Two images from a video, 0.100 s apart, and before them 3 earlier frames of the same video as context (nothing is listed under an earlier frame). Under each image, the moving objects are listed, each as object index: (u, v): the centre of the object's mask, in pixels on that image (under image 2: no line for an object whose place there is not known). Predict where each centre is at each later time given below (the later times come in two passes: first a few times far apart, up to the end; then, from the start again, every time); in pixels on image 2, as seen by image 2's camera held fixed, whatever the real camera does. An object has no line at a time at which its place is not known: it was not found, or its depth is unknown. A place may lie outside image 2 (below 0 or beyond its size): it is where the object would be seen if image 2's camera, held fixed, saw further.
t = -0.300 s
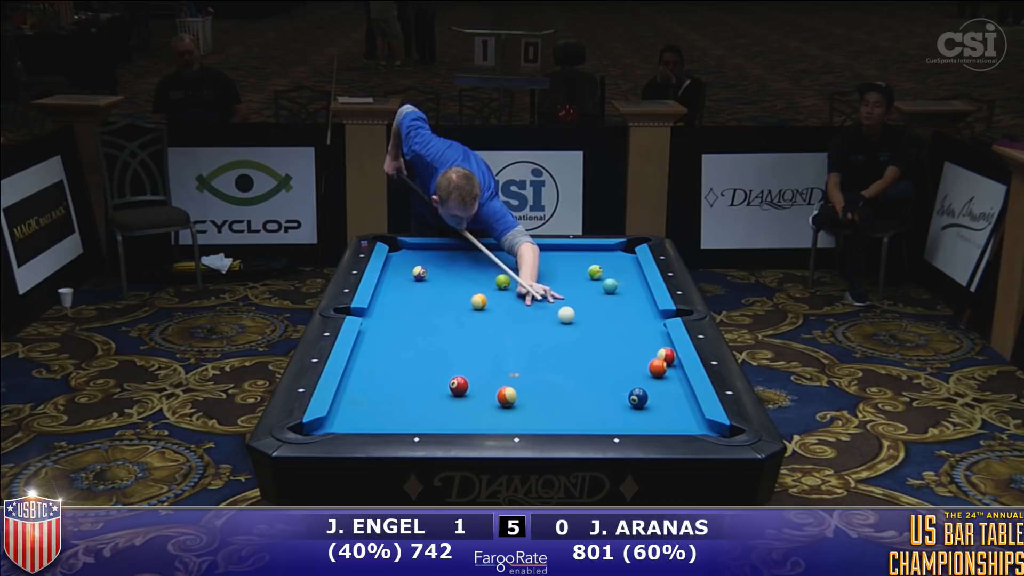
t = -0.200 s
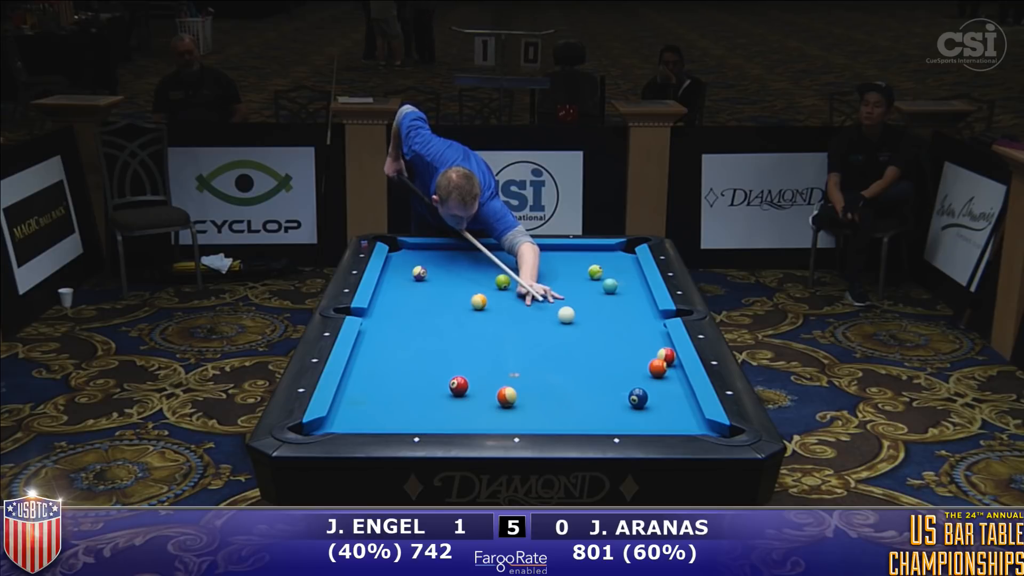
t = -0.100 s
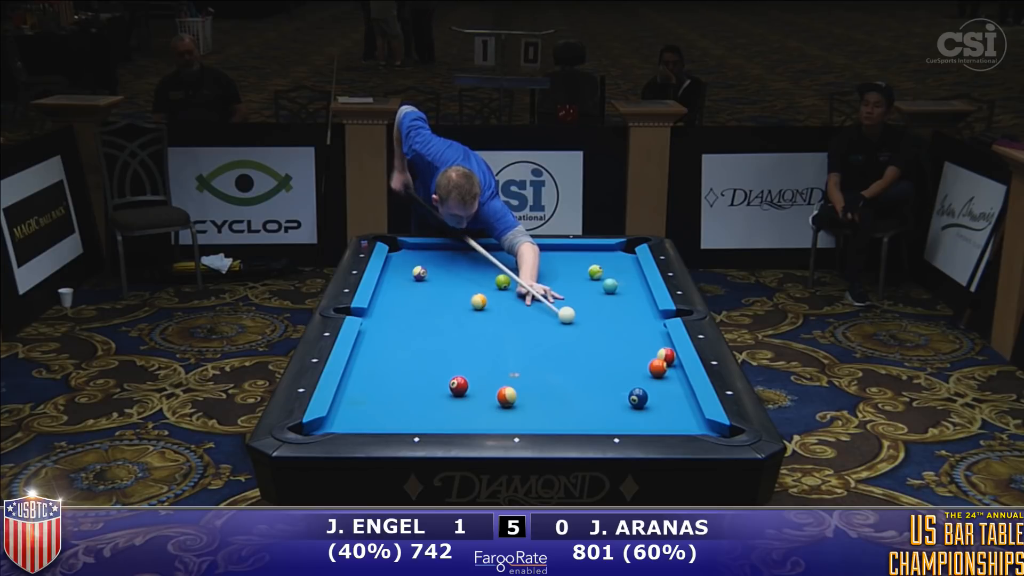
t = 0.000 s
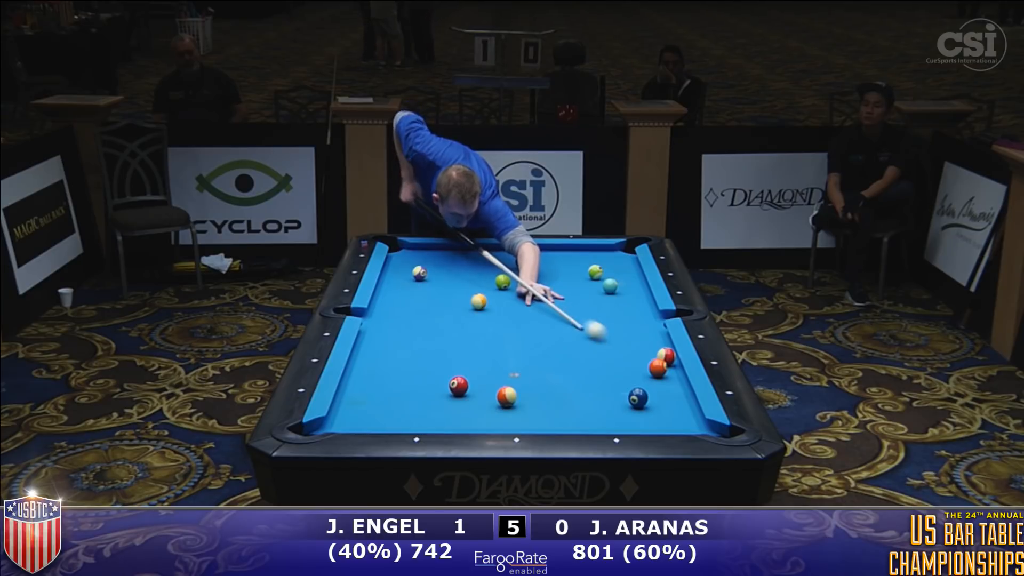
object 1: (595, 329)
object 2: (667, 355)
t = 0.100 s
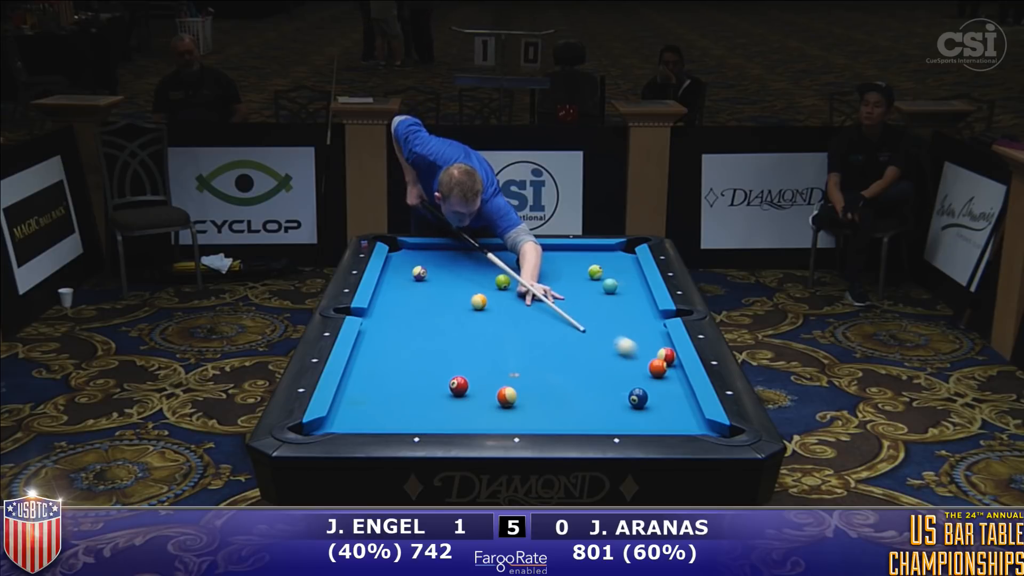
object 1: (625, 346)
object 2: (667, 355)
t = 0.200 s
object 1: (649, 358)
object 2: (667, 355)
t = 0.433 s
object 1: (667, 362)
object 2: (665, 350)
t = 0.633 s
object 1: (670, 363)
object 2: (660, 351)
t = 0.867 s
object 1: (665, 362)
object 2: (656, 349)
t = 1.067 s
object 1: (663, 362)
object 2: (653, 349)
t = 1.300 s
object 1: (661, 362)
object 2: (651, 349)
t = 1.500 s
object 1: (661, 362)
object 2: (650, 348)
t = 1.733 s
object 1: (661, 362)
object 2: (650, 348)
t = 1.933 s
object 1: (661, 362)
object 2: (650, 348)
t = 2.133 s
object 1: (661, 362)
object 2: (650, 348)
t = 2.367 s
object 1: (661, 362)
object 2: (650, 348)
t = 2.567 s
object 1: (661, 362)
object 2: (650, 348)
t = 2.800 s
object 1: (661, 362)
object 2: (650, 348)
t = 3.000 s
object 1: (661, 362)
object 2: (650, 348)
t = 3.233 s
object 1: (661, 362)
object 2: (650, 348)
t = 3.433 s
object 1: (661, 362)
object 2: (650, 348)
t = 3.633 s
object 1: (661, 362)
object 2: (650, 348)
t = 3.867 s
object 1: (661, 362)
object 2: (650, 348)
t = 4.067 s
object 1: (661, 362)
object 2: (650, 348)
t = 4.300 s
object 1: (661, 362)
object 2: (650, 348)
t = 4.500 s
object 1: (661, 362)
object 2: (650, 348)
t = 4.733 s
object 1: (661, 362)
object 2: (650, 348)
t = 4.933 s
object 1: (661, 362)
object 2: (650, 348)
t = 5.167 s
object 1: (661, 362)
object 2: (650, 348)
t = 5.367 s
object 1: (661, 362)
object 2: (650, 348)
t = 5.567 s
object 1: (661, 362)
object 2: (650, 348)
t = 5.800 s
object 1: (661, 362)
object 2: (650, 348)
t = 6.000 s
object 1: (661, 362)
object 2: (650, 348)
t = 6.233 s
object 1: (661, 362)
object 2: (650, 348)
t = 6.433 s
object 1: (661, 362)
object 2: (650, 348)
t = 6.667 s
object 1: (661, 362)
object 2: (650, 348)
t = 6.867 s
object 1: (661, 362)
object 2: (650, 348)
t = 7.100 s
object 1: (661, 362)
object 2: (650, 348)
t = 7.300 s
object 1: (661, 362)
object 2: (650, 348)
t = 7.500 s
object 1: (661, 362)
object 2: (650, 348)
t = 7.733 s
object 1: (661, 362)
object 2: (650, 348)
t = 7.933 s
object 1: (661, 362)
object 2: (650, 348)
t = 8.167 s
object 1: (661, 362)
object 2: (650, 348)
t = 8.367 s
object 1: (661, 362)
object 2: (650, 348)
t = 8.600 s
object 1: (661, 362)
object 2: (650, 348)
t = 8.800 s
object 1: (661, 362)
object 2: (650, 348)
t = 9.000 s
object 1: (661, 362)
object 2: (650, 348)
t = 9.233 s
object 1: (661, 362)
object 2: (650, 348)
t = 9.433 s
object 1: (661, 362)
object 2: (650, 348)
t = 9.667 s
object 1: (661, 362)
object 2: (650, 348)
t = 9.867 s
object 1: (661, 362)
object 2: (650, 348)
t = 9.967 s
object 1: (661, 362)
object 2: (650, 348)
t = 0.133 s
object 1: (635, 351)
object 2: (667, 355)
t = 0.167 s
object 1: (643, 355)
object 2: (667, 355)
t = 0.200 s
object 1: (649, 358)
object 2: (667, 355)
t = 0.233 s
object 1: (656, 360)
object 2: (668, 354)
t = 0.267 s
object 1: (659, 361)
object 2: (670, 354)
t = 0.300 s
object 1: (661, 362)
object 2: (670, 353)
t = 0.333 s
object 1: (662, 362)
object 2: (670, 352)
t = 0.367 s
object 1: (664, 362)
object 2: (668, 351)
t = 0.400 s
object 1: (666, 362)
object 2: (667, 350)
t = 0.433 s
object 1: (667, 362)
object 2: (665, 350)
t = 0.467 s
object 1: (669, 363)
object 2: (664, 351)
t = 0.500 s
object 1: (670, 363)
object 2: (663, 351)
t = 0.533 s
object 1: (671, 363)
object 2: (662, 352)
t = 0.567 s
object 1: (671, 363)
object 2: (662, 351)
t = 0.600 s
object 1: (670, 363)
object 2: (661, 351)
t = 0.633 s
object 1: (670, 363)
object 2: (660, 351)
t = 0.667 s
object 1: (669, 363)
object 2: (660, 351)
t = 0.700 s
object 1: (668, 363)
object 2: (659, 350)
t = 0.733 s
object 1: (667, 362)
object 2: (659, 350)
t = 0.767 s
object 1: (667, 362)
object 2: (658, 350)
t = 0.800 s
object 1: (666, 362)
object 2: (657, 350)
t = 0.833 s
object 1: (666, 362)
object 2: (657, 350)
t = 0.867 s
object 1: (665, 362)
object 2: (656, 349)
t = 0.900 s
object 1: (665, 362)
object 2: (656, 349)
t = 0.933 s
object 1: (664, 362)
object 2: (656, 349)
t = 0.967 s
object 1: (664, 362)
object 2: (655, 349)
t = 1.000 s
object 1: (663, 362)
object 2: (655, 349)
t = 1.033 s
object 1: (663, 362)
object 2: (654, 349)
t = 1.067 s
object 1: (663, 362)
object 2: (653, 349)
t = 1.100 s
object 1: (662, 362)
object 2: (653, 349)
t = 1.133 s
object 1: (662, 362)
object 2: (653, 349)
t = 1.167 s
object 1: (662, 362)
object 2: (652, 349)
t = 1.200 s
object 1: (661, 362)
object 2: (652, 349)
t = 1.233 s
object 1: (661, 362)
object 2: (651, 349)
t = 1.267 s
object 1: (661, 362)
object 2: (651, 349)
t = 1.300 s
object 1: (661, 362)
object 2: (651, 349)
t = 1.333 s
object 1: (661, 362)
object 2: (651, 348)
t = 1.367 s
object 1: (661, 362)
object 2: (651, 348)
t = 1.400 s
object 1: (661, 362)
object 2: (651, 348)
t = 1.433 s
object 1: (661, 362)
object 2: (650, 348)
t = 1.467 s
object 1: (661, 362)
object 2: (650, 348)
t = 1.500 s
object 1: (661, 362)
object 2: (650, 348)
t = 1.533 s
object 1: (661, 362)
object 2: (650, 348)
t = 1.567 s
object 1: (661, 362)
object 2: (650, 348)
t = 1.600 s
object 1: (661, 362)
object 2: (650, 348)
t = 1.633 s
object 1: (661, 362)
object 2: (650, 348)
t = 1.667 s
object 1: (661, 362)
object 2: (650, 348)
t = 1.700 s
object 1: (661, 362)
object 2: (650, 348)
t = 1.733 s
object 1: (661, 362)
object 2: (650, 348)
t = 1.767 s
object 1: (661, 362)
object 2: (650, 348)
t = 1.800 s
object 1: (661, 362)
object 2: (650, 348)
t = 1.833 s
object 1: (661, 362)
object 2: (650, 348)
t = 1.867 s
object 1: (661, 362)
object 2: (650, 348)
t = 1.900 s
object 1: (661, 362)
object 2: (650, 348)
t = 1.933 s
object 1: (661, 362)
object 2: (650, 348)
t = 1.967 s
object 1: (661, 362)
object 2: (650, 348)
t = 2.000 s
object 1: (661, 362)
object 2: (650, 348)
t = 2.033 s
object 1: (661, 362)
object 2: (650, 348)
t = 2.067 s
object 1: (661, 362)
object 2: (650, 348)
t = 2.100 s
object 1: (661, 362)
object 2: (650, 348)
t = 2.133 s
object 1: (661, 362)
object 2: (650, 348)
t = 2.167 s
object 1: (661, 362)
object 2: (650, 348)
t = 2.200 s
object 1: (661, 362)
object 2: (650, 348)
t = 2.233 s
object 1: (661, 362)
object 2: (650, 348)
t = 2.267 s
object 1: (661, 362)
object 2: (650, 348)
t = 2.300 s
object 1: (661, 362)
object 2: (650, 348)
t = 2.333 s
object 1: (661, 362)
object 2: (650, 348)
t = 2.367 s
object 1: (661, 362)
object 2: (650, 348)
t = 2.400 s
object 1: (661, 362)
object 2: (650, 348)
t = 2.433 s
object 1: (661, 362)
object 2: (650, 348)
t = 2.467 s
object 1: (661, 362)
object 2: (650, 348)
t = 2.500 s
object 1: (661, 362)
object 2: (650, 348)
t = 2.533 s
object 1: (661, 362)
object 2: (650, 348)
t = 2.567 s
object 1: (661, 362)
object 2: (650, 348)
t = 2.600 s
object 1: (661, 362)
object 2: (650, 348)
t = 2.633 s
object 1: (661, 362)
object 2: (650, 348)
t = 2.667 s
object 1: (661, 362)
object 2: (650, 348)
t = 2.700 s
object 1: (661, 362)
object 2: (650, 348)
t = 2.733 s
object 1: (661, 362)
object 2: (650, 348)
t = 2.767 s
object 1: (661, 362)
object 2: (650, 348)
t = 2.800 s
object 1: (661, 362)
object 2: (650, 348)
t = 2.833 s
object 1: (661, 362)
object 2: (650, 348)
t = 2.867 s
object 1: (661, 362)
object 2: (650, 348)
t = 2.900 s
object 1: (661, 362)
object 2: (650, 348)
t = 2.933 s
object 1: (661, 362)
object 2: (650, 348)
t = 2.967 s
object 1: (661, 362)
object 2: (650, 348)
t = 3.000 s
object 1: (661, 362)
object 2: (650, 348)
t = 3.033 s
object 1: (661, 362)
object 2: (650, 348)
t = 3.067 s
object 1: (661, 362)
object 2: (650, 348)
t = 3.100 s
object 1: (661, 362)
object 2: (650, 348)
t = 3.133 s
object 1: (661, 362)
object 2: (650, 348)
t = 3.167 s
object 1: (661, 362)
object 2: (650, 348)
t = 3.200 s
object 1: (661, 362)
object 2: (650, 348)
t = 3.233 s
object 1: (661, 362)
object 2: (650, 348)
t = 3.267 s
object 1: (661, 362)
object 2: (650, 348)
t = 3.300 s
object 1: (661, 362)
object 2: (650, 348)
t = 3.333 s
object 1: (661, 362)
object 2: (650, 348)
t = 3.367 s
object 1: (661, 362)
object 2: (650, 348)
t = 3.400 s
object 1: (661, 362)
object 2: (650, 348)
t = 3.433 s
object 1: (661, 362)
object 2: (650, 348)
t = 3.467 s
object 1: (661, 362)
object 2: (650, 348)
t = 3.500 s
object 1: (661, 362)
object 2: (650, 348)
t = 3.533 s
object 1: (661, 362)
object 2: (650, 348)
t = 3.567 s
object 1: (661, 362)
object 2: (650, 348)
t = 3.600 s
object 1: (661, 362)
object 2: (650, 348)
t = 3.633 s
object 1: (661, 362)
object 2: (650, 348)
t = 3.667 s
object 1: (661, 362)
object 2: (650, 348)
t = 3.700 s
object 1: (661, 362)
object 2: (650, 348)
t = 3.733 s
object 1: (661, 362)
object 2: (650, 348)
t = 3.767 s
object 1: (661, 362)
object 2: (650, 348)
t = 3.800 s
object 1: (661, 362)
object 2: (650, 348)
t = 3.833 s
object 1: (661, 362)
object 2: (650, 348)
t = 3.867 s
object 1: (661, 362)
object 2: (650, 348)
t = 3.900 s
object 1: (661, 362)
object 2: (650, 348)
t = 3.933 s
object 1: (661, 362)
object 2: (650, 348)
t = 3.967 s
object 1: (661, 362)
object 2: (650, 348)
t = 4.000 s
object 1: (661, 362)
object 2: (650, 348)
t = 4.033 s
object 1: (661, 362)
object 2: (650, 348)
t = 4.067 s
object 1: (661, 362)
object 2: (650, 348)
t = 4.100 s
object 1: (661, 362)
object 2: (650, 348)
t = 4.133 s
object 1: (661, 362)
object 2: (650, 348)
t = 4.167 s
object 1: (661, 362)
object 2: (650, 348)
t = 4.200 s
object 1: (661, 362)
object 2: (650, 348)
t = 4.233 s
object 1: (661, 362)
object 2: (650, 348)
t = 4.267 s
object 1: (661, 362)
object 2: (650, 348)
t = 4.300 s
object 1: (661, 362)
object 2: (650, 348)
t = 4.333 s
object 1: (661, 362)
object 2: (650, 348)
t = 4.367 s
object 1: (661, 362)
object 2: (650, 348)
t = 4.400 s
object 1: (661, 362)
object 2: (650, 348)
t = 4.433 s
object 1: (661, 362)
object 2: (650, 348)
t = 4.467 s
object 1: (661, 362)
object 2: (650, 348)
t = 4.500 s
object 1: (661, 362)
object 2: (650, 348)
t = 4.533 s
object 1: (661, 362)
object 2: (650, 348)
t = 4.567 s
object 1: (661, 362)
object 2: (650, 348)
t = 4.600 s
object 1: (661, 362)
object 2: (650, 348)
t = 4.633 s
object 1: (661, 362)
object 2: (650, 348)
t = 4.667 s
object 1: (661, 362)
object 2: (650, 348)
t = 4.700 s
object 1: (661, 362)
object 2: (650, 348)
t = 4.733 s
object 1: (661, 362)
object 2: (650, 348)
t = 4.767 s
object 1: (661, 362)
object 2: (650, 348)
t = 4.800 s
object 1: (661, 362)
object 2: (650, 348)
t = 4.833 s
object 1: (661, 362)
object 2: (650, 348)
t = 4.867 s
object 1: (661, 362)
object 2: (650, 348)
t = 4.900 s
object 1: (661, 362)
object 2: (650, 348)
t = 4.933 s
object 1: (661, 362)
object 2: (650, 348)
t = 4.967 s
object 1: (661, 362)
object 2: (650, 348)
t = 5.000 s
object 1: (661, 362)
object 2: (650, 348)
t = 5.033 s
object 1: (661, 362)
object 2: (650, 348)
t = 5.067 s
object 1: (661, 362)
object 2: (650, 348)
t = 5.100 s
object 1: (661, 362)
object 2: (650, 348)
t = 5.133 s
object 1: (661, 362)
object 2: (650, 348)
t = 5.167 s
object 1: (661, 362)
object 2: (650, 348)
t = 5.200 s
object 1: (661, 362)
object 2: (650, 348)
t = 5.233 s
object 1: (661, 362)
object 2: (650, 348)
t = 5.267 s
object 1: (661, 362)
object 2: (650, 348)
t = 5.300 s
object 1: (661, 362)
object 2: (650, 348)
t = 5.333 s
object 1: (661, 362)
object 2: (650, 348)
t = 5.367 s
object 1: (661, 362)
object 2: (650, 348)
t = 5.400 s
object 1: (661, 362)
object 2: (650, 348)
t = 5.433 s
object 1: (661, 362)
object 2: (650, 348)
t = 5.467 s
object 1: (661, 362)
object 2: (650, 348)
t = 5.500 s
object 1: (661, 362)
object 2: (650, 348)
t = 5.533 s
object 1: (661, 362)
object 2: (650, 348)
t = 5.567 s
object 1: (661, 362)
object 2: (650, 348)
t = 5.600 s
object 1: (661, 362)
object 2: (650, 348)
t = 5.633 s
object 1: (661, 362)
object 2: (650, 348)
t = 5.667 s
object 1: (661, 362)
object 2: (650, 348)
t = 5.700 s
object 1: (661, 362)
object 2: (650, 348)
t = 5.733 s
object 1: (661, 362)
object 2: (650, 348)
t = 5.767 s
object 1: (661, 362)
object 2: (650, 348)
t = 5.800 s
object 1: (661, 362)
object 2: (650, 348)
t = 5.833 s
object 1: (661, 362)
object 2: (650, 348)
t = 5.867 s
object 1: (661, 362)
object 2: (650, 348)
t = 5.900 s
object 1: (661, 362)
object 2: (650, 348)
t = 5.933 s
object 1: (661, 362)
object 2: (650, 348)
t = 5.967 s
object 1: (661, 362)
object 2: (650, 348)
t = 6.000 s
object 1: (661, 362)
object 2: (650, 348)
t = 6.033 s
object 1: (661, 362)
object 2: (650, 348)
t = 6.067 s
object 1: (661, 362)
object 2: (650, 348)
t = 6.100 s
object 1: (661, 362)
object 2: (650, 348)
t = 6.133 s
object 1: (661, 362)
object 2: (650, 348)
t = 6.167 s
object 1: (661, 362)
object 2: (650, 348)
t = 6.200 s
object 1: (661, 362)
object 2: (650, 348)
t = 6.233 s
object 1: (661, 362)
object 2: (650, 348)
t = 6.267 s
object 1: (661, 362)
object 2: (650, 348)
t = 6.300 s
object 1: (661, 362)
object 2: (650, 348)
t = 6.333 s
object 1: (661, 362)
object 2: (650, 348)
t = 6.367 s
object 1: (661, 362)
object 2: (650, 348)
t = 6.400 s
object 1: (661, 362)
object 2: (650, 348)
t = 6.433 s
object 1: (661, 362)
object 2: (650, 348)
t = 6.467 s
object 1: (661, 362)
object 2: (650, 348)
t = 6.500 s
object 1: (661, 362)
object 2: (650, 348)
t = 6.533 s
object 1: (661, 362)
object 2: (650, 348)
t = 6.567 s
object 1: (661, 362)
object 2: (650, 348)
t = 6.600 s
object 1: (661, 362)
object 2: (650, 348)
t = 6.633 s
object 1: (661, 362)
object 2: (650, 348)
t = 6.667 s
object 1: (661, 362)
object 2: (650, 348)
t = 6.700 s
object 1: (661, 362)
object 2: (650, 348)
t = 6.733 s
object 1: (661, 362)
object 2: (650, 348)
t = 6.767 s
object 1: (661, 362)
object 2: (650, 348)
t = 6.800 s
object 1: (661, 362)
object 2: (650, 348)
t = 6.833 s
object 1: (661, 362)
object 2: (650, 348)
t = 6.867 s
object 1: (661, 362)
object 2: (650, 348)
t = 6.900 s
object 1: (661, 362)
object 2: (650, 348)
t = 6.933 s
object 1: (661, 362)
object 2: (650, 348)
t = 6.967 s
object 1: (661, 362)
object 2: (650, 348)
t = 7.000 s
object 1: (661, 362)
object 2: (650, 348)
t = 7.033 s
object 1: (661, 362)
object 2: (650, 348)
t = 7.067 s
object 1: (661, 362)
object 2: (650, 348)
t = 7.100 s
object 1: (661, 362)
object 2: (650, 348)
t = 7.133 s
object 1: (661, 362)
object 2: (650, 348)
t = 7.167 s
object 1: (661, 362)
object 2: (650, 348)
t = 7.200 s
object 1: (661, 362)
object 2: (650, 348)
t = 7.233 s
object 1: (661, 362)
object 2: (650, 348)
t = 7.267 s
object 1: (661, 362)
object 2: (650, 348)
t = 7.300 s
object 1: (661, 362)
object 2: (650, 348)
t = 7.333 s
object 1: (661, 362)
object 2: (650, 348)
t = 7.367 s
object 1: (661, 362)
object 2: (650, 348)
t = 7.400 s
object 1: (661, 362)
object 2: (650, 348)
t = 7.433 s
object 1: (661, 362)
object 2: (650, 348)
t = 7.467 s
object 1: (661, 362)
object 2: (650, 348)
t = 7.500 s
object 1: (661, 362)
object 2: (650, 348)
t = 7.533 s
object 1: (661, 362)
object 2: (650, 348)
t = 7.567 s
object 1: (661, 362)
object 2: (650, 348)
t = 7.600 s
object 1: (661, 362)
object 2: (650, 348)
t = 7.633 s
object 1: (661, 362)
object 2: (650, 348)
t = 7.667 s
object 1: (661, 362)
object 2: (650, 348)
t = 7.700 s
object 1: (661, 362)
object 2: (650, 348)
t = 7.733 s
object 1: (661, 362)
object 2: (650, 348)
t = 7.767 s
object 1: (661, 362)
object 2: (650, 348)
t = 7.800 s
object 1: (661, 362)
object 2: (650, 348)
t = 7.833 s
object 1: (661, 362)
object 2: (650, 348)
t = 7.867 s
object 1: (661, 362)
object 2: (650, 348)
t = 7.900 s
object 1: (661, 362)
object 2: (650, 348)
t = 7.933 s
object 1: (661, 362)
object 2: (650, 348)
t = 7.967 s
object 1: (661, 362)
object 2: (650, 348)
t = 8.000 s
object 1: (661, 362)
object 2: (650, 348)
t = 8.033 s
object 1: (661, 362)
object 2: (650, 348)
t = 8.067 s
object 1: (661, 362)
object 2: (650, 348)
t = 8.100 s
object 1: (661, 362)
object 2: (650, 348)
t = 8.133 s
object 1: (661, 362)
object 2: (650, 348)
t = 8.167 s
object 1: (661, 362)
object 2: (650, 348)
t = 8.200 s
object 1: (661, 362)
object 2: (650, 348)
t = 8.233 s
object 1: (661, 362)
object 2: (650, 348)
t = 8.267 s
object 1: (661, 362)
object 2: (650, 348)
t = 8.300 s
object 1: (661, 362)
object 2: (650, 348)
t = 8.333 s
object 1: (661, 362)
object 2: (650, 348)
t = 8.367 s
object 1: (661, 362)
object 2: (650, 348)
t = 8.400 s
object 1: (661, 362)
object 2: (650, 348)
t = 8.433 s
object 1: (661, 362)
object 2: (650, 348)
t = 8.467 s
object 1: (661, 362)
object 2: (650, 348)
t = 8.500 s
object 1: (661, 362)
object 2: (650, 348)
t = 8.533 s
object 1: (661, 362)
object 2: (650, 348)
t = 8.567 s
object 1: (661, 362)
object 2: (650, 348)
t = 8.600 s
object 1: (661, 362)
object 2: (650, 348)
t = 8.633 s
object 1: (661, 362)
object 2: (650, 348)
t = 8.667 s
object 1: (661, 362)
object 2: (650, 348)
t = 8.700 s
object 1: (661, 362)
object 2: (650, 348)
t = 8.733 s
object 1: (661, 362)
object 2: (650, 348)
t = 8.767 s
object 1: (661, 362)
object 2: (650, 348)
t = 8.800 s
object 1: (661, 362)
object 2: (650, 348)
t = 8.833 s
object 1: (661, 362)
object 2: (650, 348)
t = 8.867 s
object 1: (661, 362)
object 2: (650, 348)
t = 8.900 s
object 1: (661, 362)
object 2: (650, 348)
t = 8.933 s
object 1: (661, 362)
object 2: (650, 348)
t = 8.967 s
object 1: (661, 362)
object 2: (650, 348)
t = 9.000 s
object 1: (661, 362)
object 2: (650, 348)
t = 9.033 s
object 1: (661, 362)
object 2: (650, 348)
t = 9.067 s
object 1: (661, 362)
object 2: (650, 348)
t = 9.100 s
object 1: (661, 362)
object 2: (650, 348)
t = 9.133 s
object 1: (661, 362)
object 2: (650, 348)
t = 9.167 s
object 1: (661, 362)
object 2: (650, 348)
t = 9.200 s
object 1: (661, 362)
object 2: (650, 348)
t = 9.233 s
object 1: (661, 362)
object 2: (650, 348)
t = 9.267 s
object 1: (661, 362)
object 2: (650, 348)
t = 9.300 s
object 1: (661, 362)
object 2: (650, 348)
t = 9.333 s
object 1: (661, 362)
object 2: (650, 348)
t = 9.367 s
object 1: (661, 362)
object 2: (650, 348)
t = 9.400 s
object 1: (661, 362)
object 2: (650, 348)
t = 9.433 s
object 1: (661, 362)
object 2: (650, 348)
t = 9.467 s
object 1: (661, 362)
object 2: (650, 348)
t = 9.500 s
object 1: (661, 362)
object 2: (650, 348)
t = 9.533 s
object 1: (661, 362)
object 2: (650, 348)
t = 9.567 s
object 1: (661, 362)
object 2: (650, 348)
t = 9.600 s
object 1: (661, 362)
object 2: (650, 348)
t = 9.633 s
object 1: (661, 362)
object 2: (650, 348)
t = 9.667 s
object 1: (661, 362)
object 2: (650, 348)
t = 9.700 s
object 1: (661, 362)
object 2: (650, 348)
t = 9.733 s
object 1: (661, 362)
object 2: (650, 348)
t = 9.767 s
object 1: (661, 362)
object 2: (650, 348)
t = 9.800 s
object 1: (661, 362)
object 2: (650, 348)
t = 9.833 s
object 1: (661, 362)
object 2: (650, 348)
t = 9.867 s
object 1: (661, 362)
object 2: (650, 348)
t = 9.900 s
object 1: (661, 362)
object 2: (650, 348)
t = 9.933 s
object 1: (661, 362)
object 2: (650, 348)
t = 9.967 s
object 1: (661, 362)
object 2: (650, 348)
